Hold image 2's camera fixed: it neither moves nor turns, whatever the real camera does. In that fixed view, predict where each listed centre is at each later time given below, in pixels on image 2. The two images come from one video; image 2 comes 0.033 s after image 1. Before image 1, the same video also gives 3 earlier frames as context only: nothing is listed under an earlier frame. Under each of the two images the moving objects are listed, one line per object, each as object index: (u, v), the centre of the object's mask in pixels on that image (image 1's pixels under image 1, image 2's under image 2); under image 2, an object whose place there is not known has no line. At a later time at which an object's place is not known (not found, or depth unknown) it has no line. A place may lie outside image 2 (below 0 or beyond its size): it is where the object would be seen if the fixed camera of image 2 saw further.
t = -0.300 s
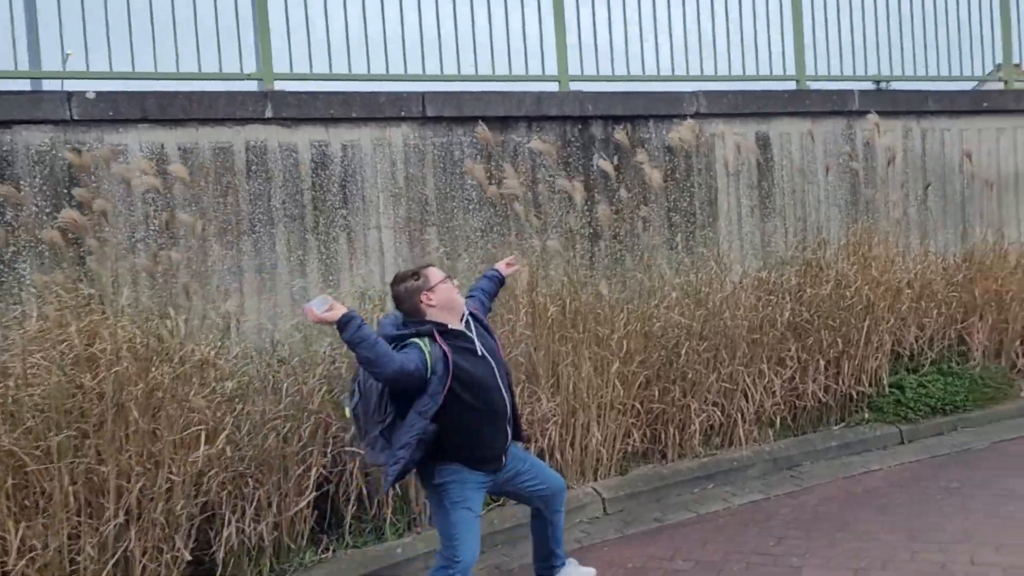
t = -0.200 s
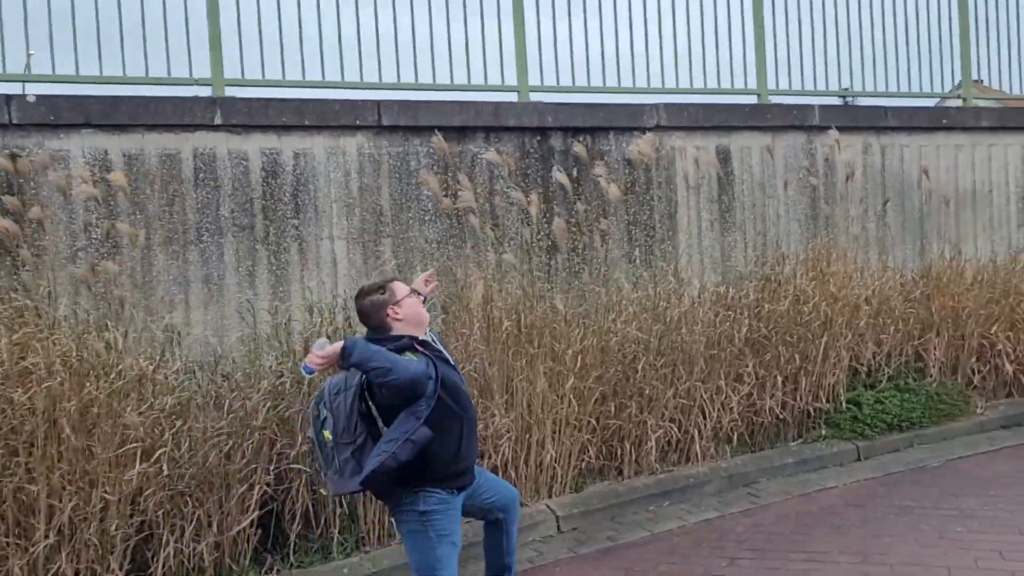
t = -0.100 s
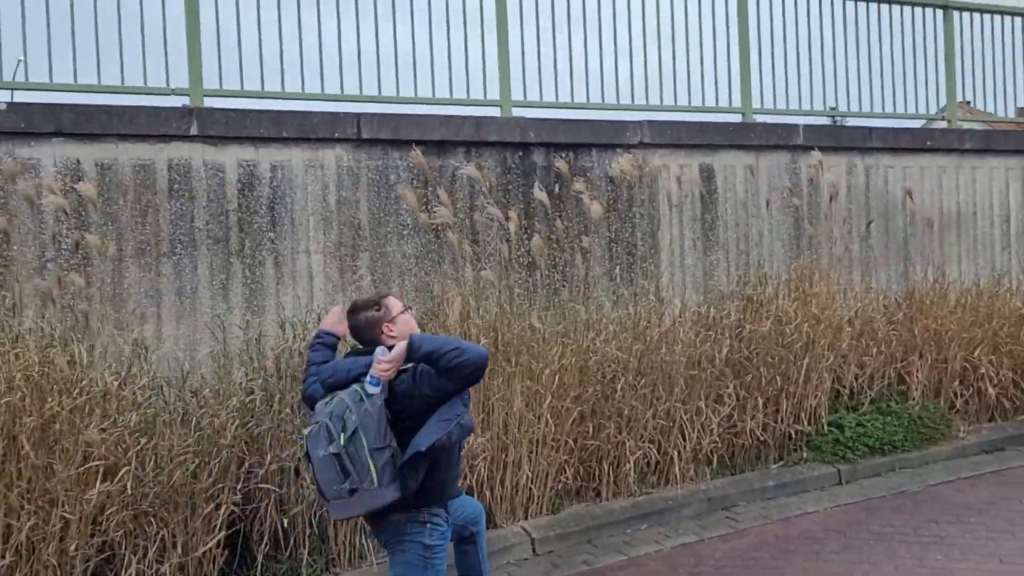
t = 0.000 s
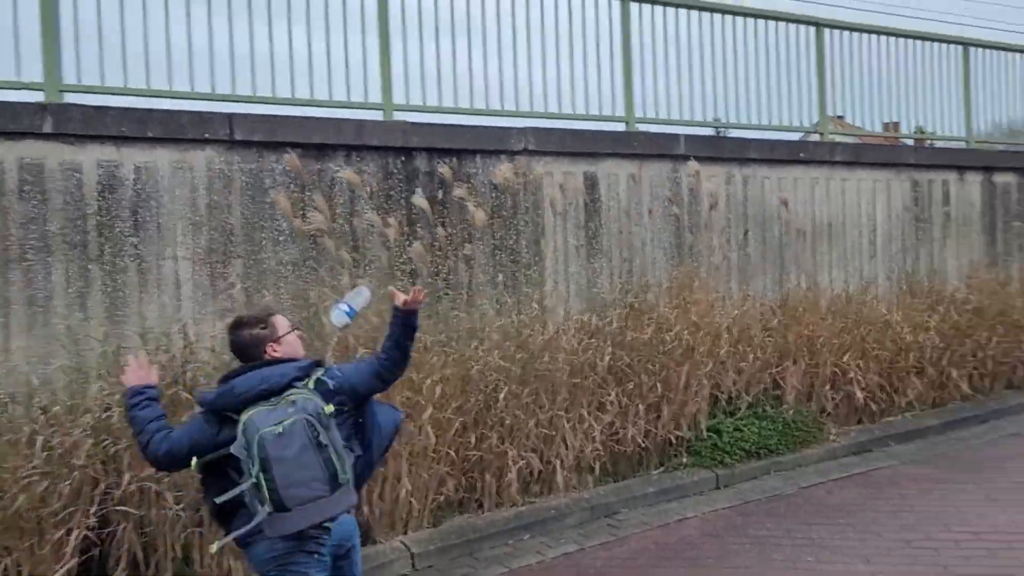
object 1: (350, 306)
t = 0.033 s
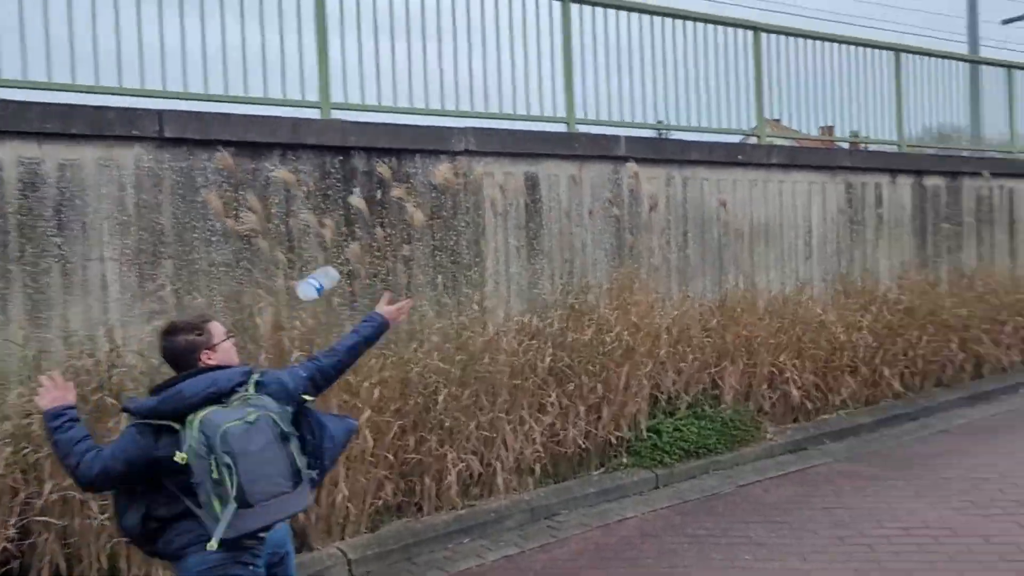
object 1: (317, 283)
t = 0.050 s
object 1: (333, 273)
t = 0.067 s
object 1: (345, 263)
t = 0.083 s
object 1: (357, 254)
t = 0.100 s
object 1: (369, 246)
